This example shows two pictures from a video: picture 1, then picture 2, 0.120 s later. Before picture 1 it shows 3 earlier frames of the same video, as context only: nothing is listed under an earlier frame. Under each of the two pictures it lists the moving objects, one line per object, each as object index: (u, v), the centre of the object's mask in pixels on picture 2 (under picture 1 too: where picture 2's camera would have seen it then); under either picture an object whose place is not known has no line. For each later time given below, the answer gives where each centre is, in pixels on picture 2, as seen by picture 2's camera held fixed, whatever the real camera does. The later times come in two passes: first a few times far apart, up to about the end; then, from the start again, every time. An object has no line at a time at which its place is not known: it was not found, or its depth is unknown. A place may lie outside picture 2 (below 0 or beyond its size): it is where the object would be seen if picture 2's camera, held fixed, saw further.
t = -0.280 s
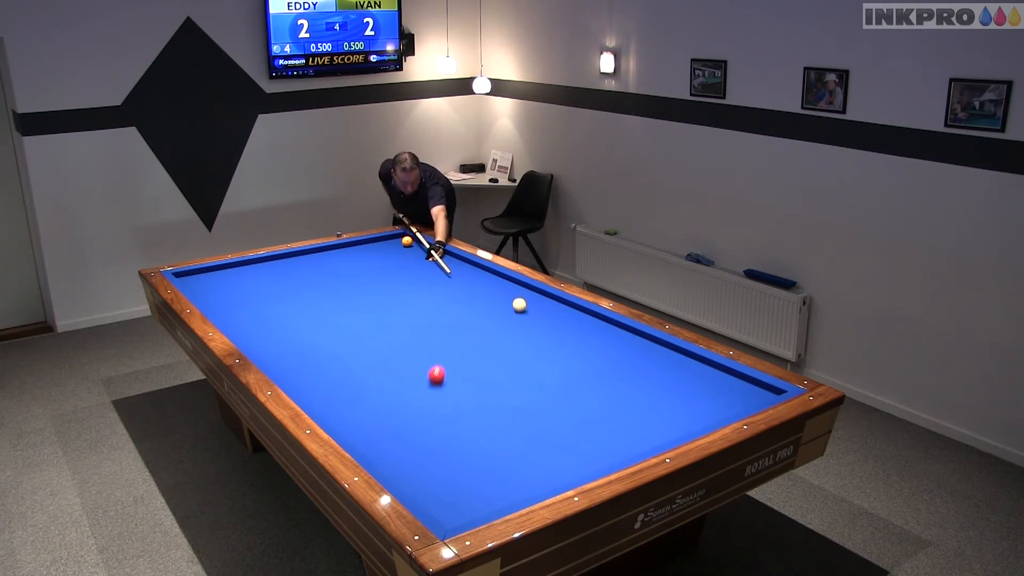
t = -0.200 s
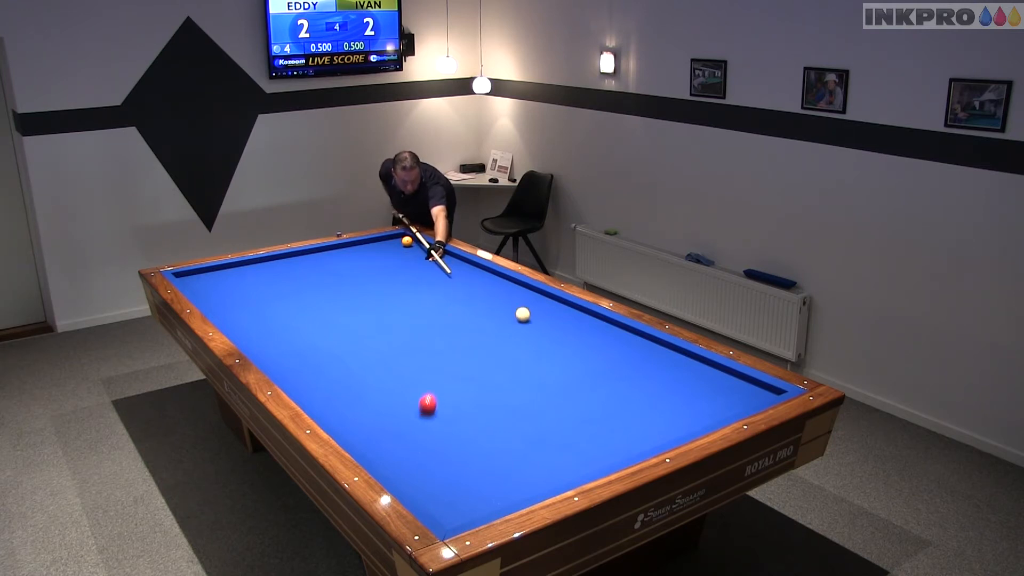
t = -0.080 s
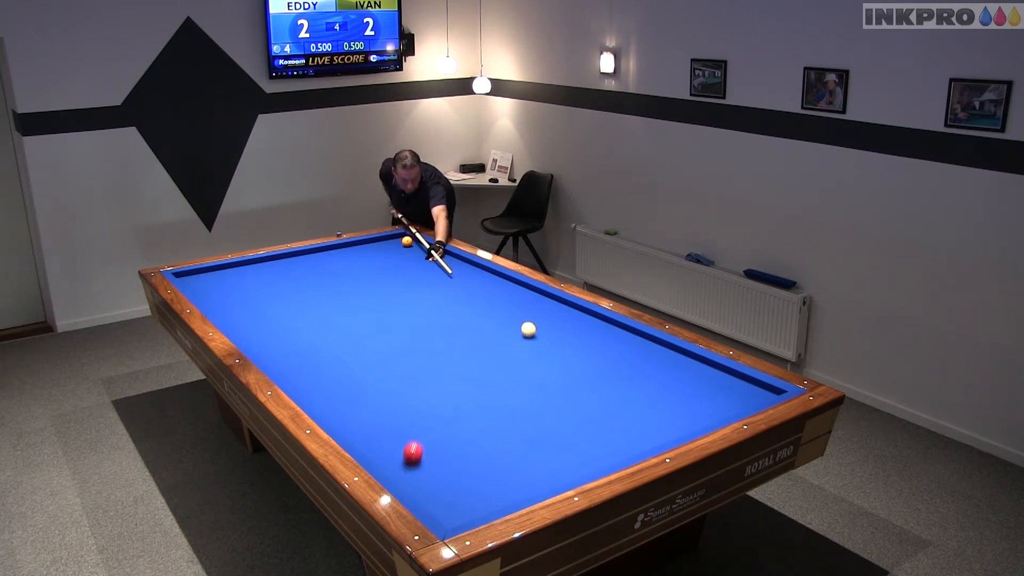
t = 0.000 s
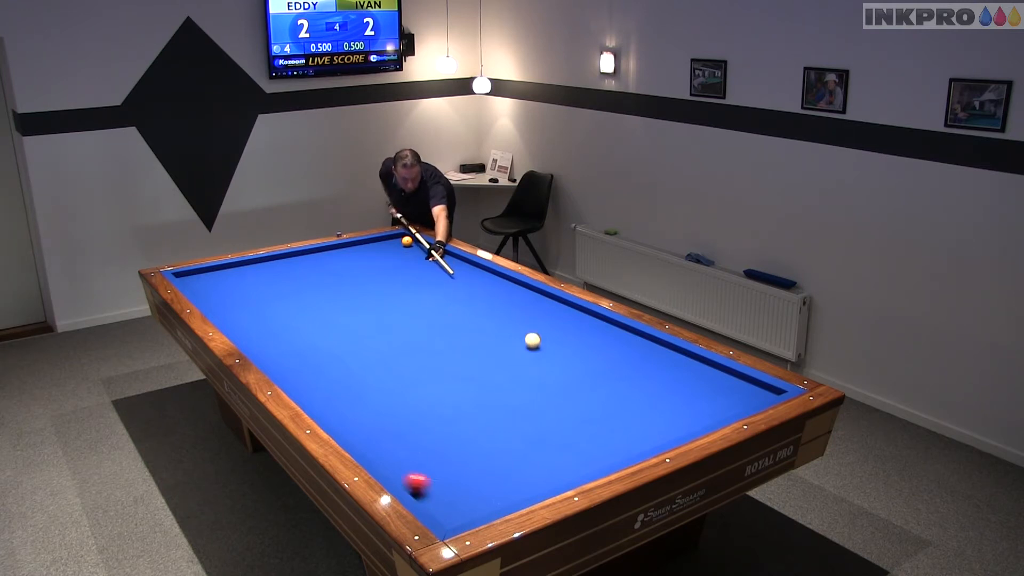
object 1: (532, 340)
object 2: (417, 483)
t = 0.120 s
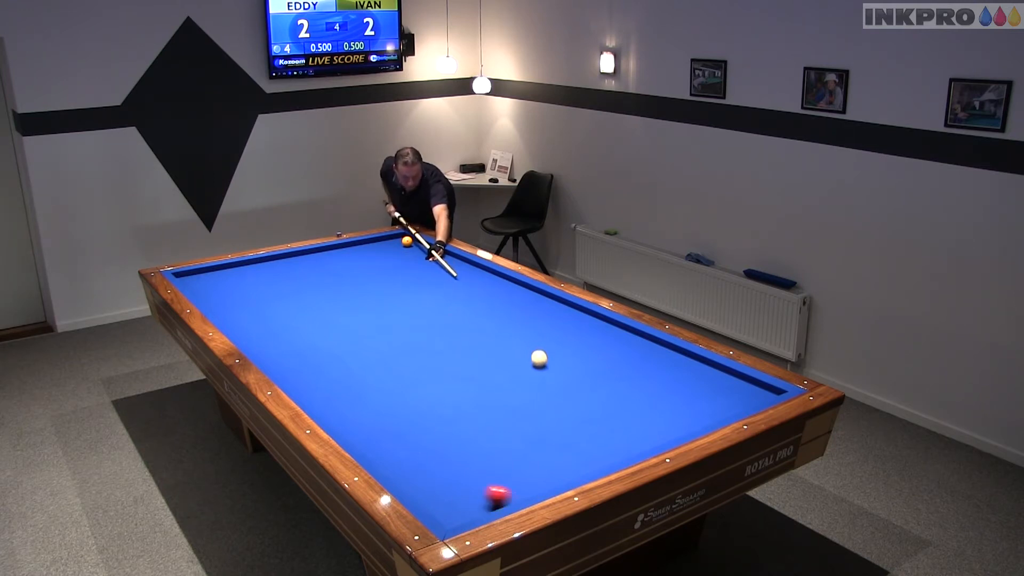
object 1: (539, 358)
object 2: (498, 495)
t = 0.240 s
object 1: (546, 378)
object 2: (520, 468)
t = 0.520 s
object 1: (567, 434)
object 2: (536, 409)
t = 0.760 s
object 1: (541, 468)
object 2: (547, 374)
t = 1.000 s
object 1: (442, 462)
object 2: (557, 345)
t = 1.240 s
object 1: (388, 447)
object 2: (565, 319)
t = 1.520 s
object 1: (398, 410)
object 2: (544, 302)
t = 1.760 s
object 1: (404, 384)
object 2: (497, 295)
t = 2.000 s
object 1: (409, 361)
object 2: (454, 289)
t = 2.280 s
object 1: (414, 337)
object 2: (408, 281)
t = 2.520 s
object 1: (418, 320)
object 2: (370, 276)
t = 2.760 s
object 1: (422, 304)
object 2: (335, 271)
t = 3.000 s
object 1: (425, 290)
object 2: (302, 266)
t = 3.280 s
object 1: (428, 276)
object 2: (266, 260)
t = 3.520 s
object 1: (431, 265)
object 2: (248, 266)
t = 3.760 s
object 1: (433, 255)
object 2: (232, 275)
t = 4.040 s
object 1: (427, 246)
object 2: (213, 286)
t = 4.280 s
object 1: (410, 244)
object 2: (201, 294)
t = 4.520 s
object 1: (396, 244)
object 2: (221, 297)
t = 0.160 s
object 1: (541, 365)
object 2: (515, 492)
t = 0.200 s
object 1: (544, 371)
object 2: (518, 481)
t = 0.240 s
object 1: (546, 378)
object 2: (520, 468)
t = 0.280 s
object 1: (549, 385)
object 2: (522, 458)
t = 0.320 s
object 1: (552, 392)
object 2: (525, 448)
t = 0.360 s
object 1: (555, 400)
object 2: (527, 439)
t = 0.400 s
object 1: (557, 408)
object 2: (529, 431)
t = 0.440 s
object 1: (561, 416)
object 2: (531, 423)
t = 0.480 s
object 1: (564, 425)
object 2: (534, 416)
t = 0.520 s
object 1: (567, 434)
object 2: (536, 409)
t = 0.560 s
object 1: (571, 443)
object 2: (538, 403)
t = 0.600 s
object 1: (574, 452)
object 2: (540, 397)
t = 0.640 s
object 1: (578, 463)
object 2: (542, 390)
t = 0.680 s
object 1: (578, 469)
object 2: (543, 385)
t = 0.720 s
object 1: (560, 470)
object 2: (545, 379)
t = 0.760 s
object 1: (541, 468)
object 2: (547, 374)
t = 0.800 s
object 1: (523, 466)
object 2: (549, 368)
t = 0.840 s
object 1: (506, 465)
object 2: (551, 363)
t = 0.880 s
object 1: (489, 464)
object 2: (552, 359)
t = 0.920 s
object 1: (473, 463)
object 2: (553, 354)
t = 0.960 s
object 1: (458, 462)
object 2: (555, 349)
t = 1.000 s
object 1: (442, 462)
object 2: (557, 345)
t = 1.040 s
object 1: (427, 462)
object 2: (558, 340)
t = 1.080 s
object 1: (412, 461)
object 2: (560, 336)
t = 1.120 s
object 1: (397, 461)
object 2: (561, 332)
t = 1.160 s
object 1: (384, 459)
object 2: (562, 327)
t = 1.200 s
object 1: (385, 454)
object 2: (563, 324)
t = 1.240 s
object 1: (388, 447)
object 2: (565, 319)
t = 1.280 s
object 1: (391, 441)
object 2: (566, 316)
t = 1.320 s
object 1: (393, 436)
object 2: (567, 312)
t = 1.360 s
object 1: (394, 430)
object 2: (568, 309)
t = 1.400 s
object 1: (395, 425)
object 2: (569, 305)
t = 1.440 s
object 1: (396, 420)
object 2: (563, 303)
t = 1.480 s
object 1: (397, 415)
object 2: (553, 303)
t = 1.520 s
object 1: (398, 410)
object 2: (544, 302)
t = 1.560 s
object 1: (399, 405)
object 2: (536, 301)
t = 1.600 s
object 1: (400, 401)
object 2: (528, 300)
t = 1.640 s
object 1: (401, 397)
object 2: (521, 299)
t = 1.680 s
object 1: (402, 392)
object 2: (513, 297)
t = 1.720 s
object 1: (403, 388)
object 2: (505, 296)
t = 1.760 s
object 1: (404, 384)
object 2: (497, 295)
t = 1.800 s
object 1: (405, 379)
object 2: (491, 294)
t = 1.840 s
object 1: (406, 376)
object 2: (483, 293)
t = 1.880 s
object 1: (407, 372)
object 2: (476, 292)
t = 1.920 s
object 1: (407, 368)
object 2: (468, 291)
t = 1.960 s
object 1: (408, 364)
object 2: (461, 289)
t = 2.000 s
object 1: (409, 361)
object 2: (454, 289)
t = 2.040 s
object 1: (410, 357)
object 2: (448, 288)
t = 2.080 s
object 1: (411, 354)
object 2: (441, 287)
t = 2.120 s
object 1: (411, 350)
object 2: (434, 285)
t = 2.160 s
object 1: (412, 347)
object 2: (427, 284)
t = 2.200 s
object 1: (413, 344)
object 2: (421, 283)
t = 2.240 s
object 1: (414, 341)
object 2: (414, 282)
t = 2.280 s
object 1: (414, 337)
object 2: (408, 281)
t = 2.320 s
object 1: (415, 334)
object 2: (401, 281)
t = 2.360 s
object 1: (416, 331)
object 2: (395, 280)
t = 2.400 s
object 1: (417, 328)
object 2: (388, 279)
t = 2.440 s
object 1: (417, 325)
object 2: (382, 278)
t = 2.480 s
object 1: (418, 323)
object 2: (376, 277)
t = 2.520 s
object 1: (418, 320)
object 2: (370, 276)
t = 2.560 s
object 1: (419, 317)
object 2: (364, 275)
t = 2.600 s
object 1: (420, 314)
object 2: (358, 274)
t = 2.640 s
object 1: (420, 312)
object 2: (352, 273)
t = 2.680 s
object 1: (421, 309)
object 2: (347, 273)
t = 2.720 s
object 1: (421, 307)
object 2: (341, 272)
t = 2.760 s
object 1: (422, 304)
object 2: (335, 271)
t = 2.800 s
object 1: (422, 302)
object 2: (329, 270)
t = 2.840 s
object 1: (423, 300)
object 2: (324, 269)
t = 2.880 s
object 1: (423, 297)
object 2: (318, 268)
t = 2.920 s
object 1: (424, 295)
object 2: (313, 267)
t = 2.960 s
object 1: (425, 293)
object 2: (307, 267)
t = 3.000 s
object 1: (425, 290)
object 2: (302, 266)
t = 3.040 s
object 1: (425, 288)
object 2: (296, 265)
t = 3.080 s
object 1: (426, 286)
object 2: (291, 264)
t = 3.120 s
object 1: (426, 284)
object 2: (286, 263)
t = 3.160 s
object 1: (427, 282)
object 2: (281, 262)
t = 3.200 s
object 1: (427, 280)
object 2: (276, 262)
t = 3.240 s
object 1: (428, 278)
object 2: (271, 261)
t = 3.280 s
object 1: (428, 276)
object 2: (266, 260)
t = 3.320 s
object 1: (429, 274)
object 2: (261, 260)
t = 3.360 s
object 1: (429, 272)
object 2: (257, 260)
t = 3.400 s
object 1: (429, 270)
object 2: (255, 261)
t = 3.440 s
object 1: (430, 268)
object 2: (253, 263)
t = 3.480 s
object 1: (430, 267)
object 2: (250, 265)
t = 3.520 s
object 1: (431, 265)
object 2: (248, 266)
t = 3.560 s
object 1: (431, 263)
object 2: (245, 267)
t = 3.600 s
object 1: (432, 261)
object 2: (243, 269)
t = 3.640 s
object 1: (432, 260)
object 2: (240, 270)
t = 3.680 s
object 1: (432, 258)
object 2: (238, 272)
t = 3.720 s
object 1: (433, 257)
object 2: (235, 274)
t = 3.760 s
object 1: (433, 255)
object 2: (232, 275)
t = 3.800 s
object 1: (433, 253)
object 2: (229, 276)
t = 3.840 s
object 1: (434, 252)
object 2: (227, 278)
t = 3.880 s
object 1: (434, 250)
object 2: (224, 279)
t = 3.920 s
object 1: (434, 249)
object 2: (221, 281)
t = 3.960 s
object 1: (434, 247)
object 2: (218, 282)
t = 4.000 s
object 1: (431, 247)
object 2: (216, 284)
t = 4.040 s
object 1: (427, 246)
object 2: (213, 286)
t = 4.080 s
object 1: (424, 246)
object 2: (210, 287)
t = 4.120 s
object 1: (421, 245)
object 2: (207, 288)
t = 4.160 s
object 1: (418, 245)
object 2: (204, 290)
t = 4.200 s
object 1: (415, 244)
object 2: (201, 292)
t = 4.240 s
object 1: (412, 244)
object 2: (199, 293)
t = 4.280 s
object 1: (410, 244)
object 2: (201, 294)
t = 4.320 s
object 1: (407, 244)
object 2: (205, 294)
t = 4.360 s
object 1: (405, 244)
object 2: (208, 295)
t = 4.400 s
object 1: (403, 244)
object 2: (211, 295)
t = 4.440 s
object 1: (400, 244)
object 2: (214, 296)
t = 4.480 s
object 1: (398, 244)
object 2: (218, 296)
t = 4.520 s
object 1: (396, 244)
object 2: (221, 297)
